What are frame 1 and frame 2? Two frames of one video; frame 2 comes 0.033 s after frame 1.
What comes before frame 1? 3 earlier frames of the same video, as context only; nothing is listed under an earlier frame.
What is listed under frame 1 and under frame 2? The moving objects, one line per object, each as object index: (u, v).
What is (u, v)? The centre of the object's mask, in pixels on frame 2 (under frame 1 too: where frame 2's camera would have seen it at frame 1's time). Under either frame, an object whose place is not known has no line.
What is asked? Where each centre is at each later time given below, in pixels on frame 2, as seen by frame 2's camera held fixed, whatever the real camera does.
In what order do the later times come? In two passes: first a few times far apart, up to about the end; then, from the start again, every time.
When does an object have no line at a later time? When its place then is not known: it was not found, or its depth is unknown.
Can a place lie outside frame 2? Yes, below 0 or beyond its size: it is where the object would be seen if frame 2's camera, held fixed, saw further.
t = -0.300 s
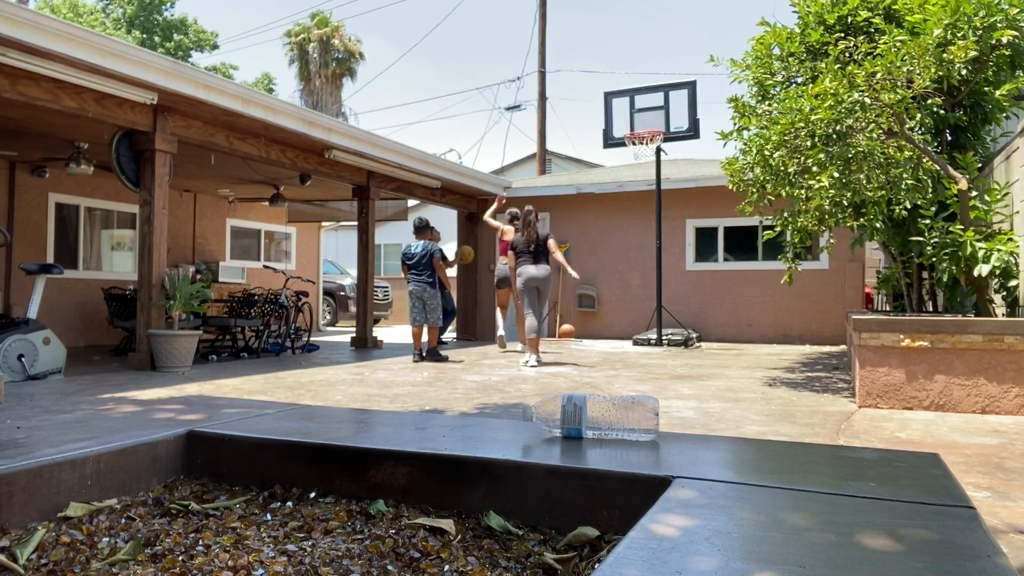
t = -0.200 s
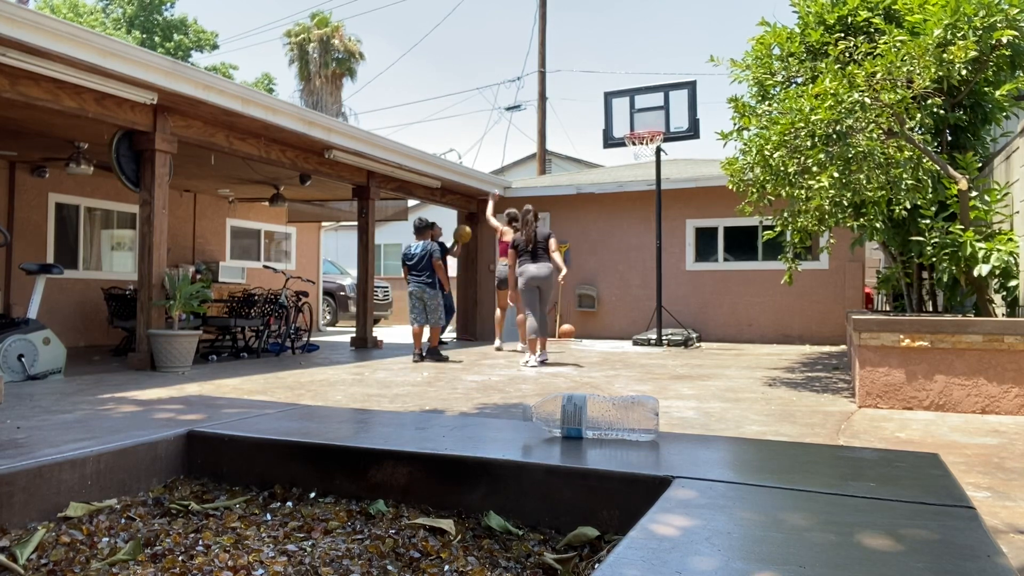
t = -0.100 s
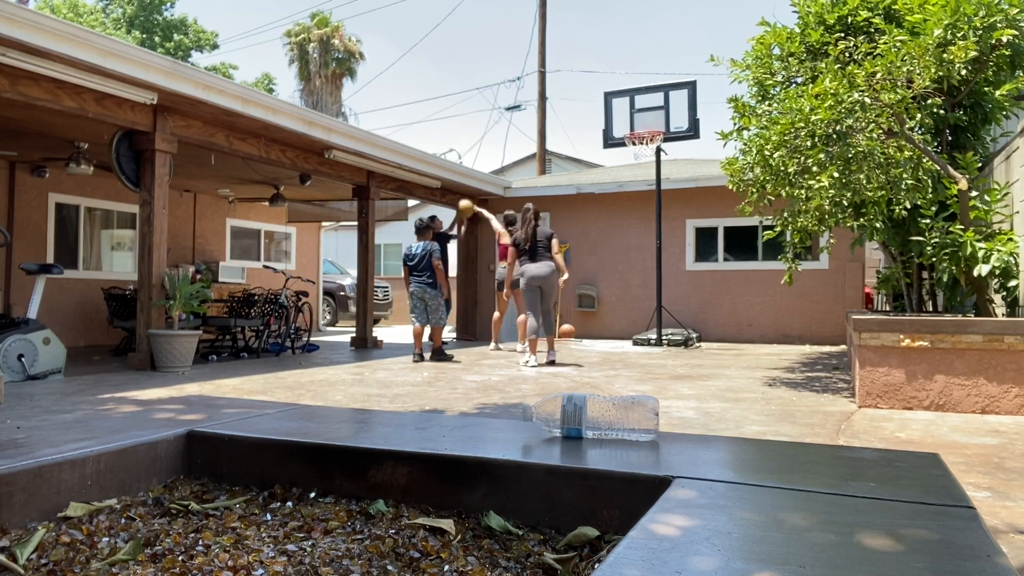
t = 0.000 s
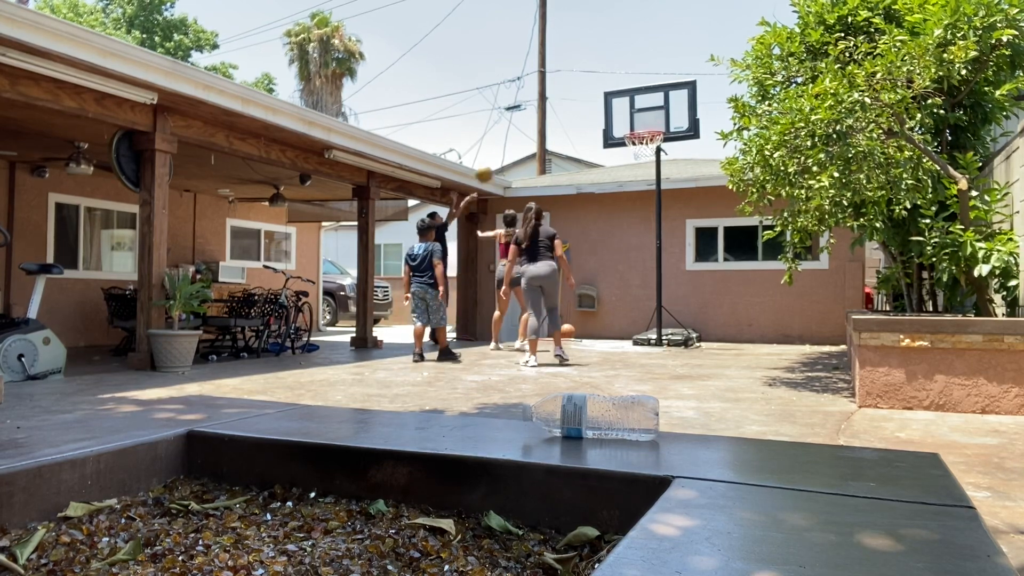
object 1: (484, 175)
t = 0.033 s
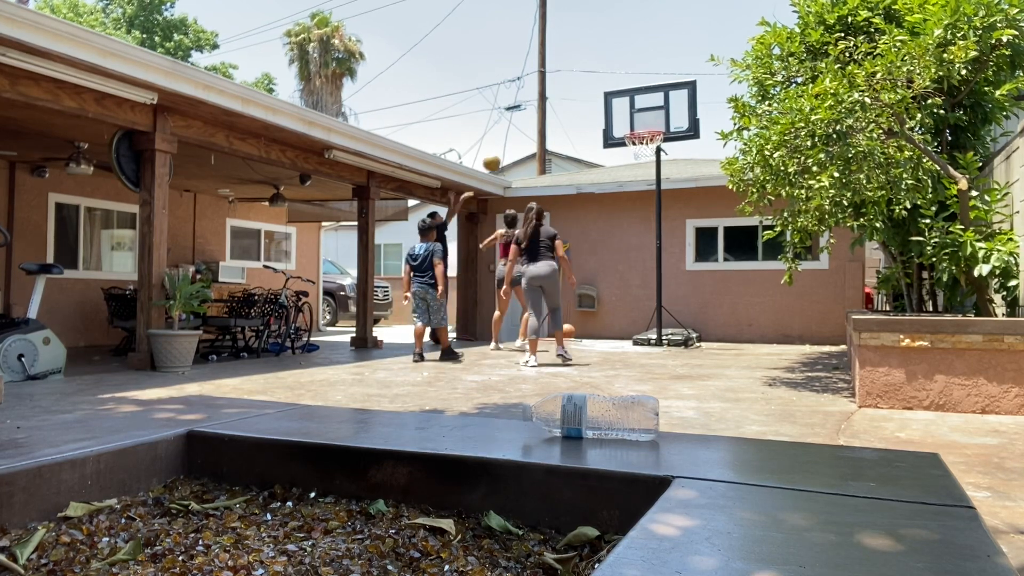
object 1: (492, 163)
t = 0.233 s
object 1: (537, 113)
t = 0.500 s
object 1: (598, 95)
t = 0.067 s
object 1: (499, 153)
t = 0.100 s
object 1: (507, 143)
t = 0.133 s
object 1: (514, 134)
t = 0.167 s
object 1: (522, 126)
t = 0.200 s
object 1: (529, 120)
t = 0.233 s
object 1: (537, 113)
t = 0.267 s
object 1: (545, 107)
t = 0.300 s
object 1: (552, 103)
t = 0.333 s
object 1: (560, 100)
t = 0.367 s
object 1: (567, 97)
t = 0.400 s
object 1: (575, 95)
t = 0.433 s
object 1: (583, 94)
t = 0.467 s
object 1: (591, 94)
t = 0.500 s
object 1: (598, 95)
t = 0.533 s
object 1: (606, 96)
